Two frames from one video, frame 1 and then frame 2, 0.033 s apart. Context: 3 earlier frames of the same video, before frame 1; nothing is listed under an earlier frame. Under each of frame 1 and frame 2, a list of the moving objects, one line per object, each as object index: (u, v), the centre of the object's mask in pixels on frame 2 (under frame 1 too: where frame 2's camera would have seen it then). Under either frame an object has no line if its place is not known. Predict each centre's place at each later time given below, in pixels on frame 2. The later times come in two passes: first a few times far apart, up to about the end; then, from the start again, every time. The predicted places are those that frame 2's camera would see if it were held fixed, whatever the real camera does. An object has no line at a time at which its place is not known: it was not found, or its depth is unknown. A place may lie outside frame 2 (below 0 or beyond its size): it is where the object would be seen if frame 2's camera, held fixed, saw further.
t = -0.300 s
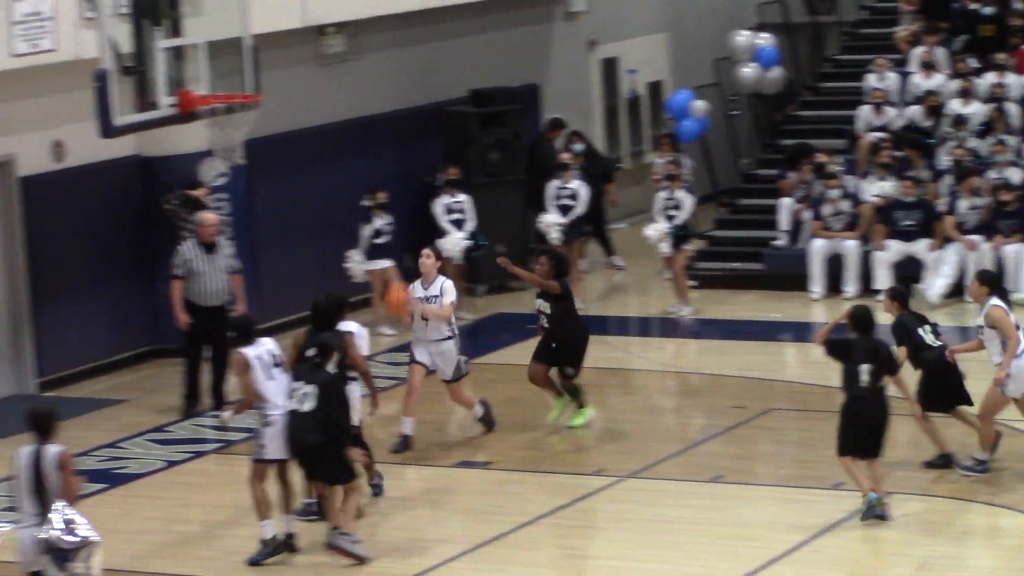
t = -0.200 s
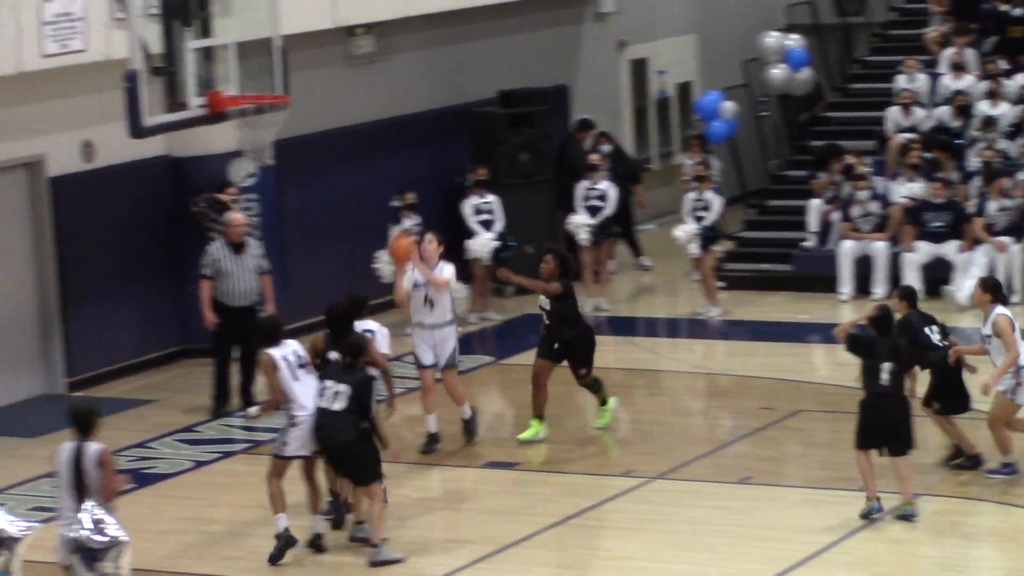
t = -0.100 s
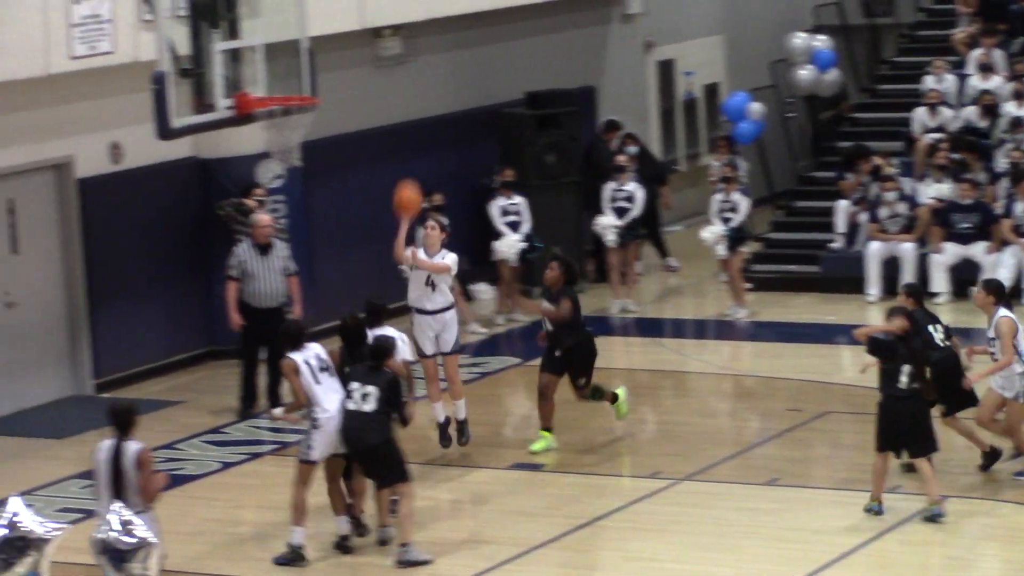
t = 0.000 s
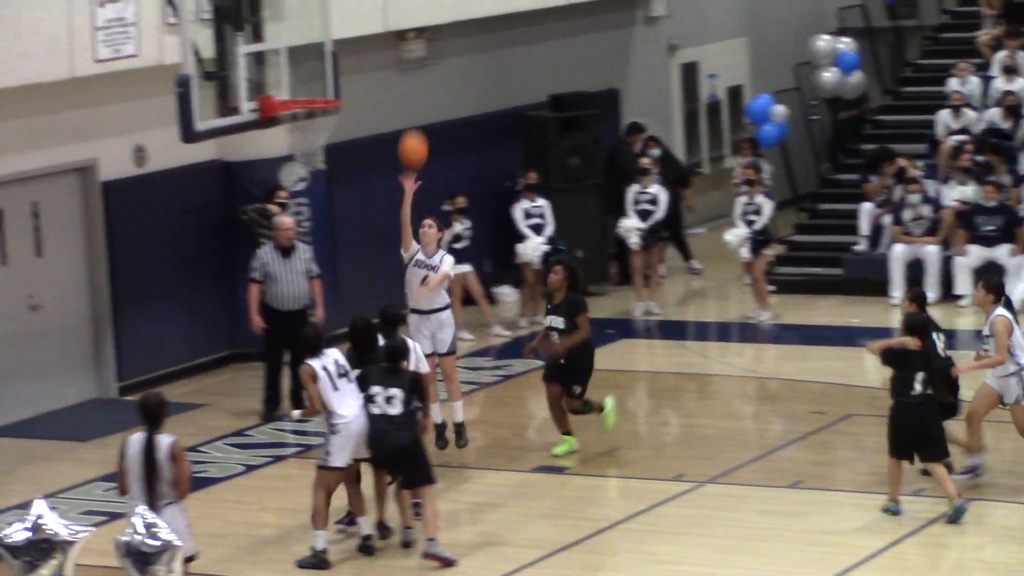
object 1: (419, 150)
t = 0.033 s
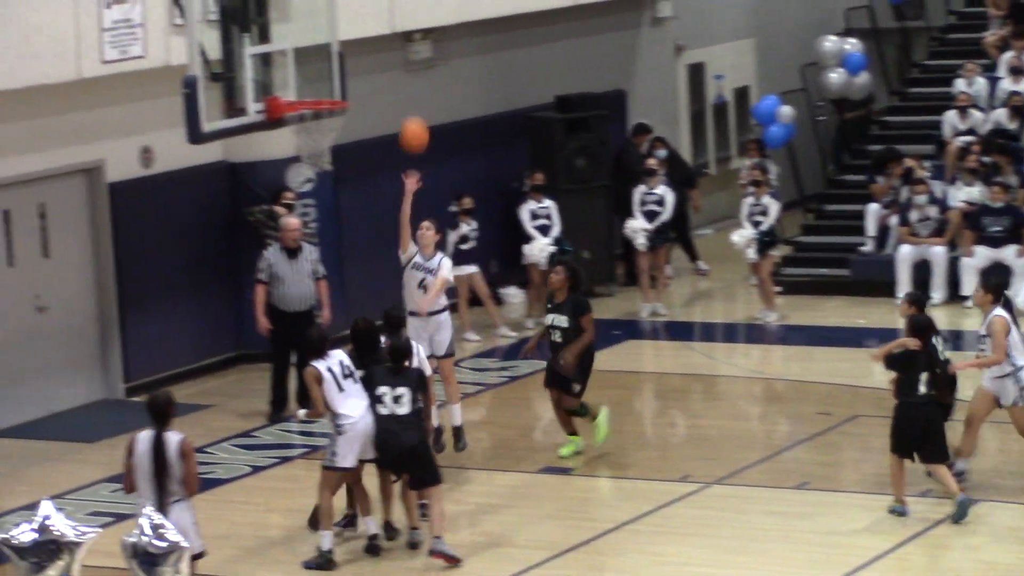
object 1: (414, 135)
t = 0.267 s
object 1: (376, 63)
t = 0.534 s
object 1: (337, 66)
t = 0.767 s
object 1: (308, 141)
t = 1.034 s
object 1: (299, 199)
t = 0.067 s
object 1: (409, 120)
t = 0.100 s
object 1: (403, 107)
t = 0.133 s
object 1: (397, 95)
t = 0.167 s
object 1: (392, 85)
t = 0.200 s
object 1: (387, 76)
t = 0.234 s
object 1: (382, 69)
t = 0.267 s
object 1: (376, 63)
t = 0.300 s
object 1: (371, 58)
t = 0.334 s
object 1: (366, 55)
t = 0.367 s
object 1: (361, 53)
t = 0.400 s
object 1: (356, 53)
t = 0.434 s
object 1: (352, 54)
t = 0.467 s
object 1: (347, 56)
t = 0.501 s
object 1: (342, 60)
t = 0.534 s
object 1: (337, 66)
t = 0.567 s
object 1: (332, 72)
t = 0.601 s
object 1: (328, 81)
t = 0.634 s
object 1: (323, 90)
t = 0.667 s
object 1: (319, 103)
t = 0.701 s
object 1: (315, 117)
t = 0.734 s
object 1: (311, 131)
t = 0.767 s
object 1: (308, 141)
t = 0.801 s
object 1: (306, 145)
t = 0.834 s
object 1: (304, 147)
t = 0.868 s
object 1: (303, 152)
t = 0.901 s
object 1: (302, 158)
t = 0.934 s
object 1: (301, 166)
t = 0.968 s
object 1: (300, 174)
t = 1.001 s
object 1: (300, 185)
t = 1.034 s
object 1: (299, 199)
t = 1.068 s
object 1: (299, 212)
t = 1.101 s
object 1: (300, 227)
